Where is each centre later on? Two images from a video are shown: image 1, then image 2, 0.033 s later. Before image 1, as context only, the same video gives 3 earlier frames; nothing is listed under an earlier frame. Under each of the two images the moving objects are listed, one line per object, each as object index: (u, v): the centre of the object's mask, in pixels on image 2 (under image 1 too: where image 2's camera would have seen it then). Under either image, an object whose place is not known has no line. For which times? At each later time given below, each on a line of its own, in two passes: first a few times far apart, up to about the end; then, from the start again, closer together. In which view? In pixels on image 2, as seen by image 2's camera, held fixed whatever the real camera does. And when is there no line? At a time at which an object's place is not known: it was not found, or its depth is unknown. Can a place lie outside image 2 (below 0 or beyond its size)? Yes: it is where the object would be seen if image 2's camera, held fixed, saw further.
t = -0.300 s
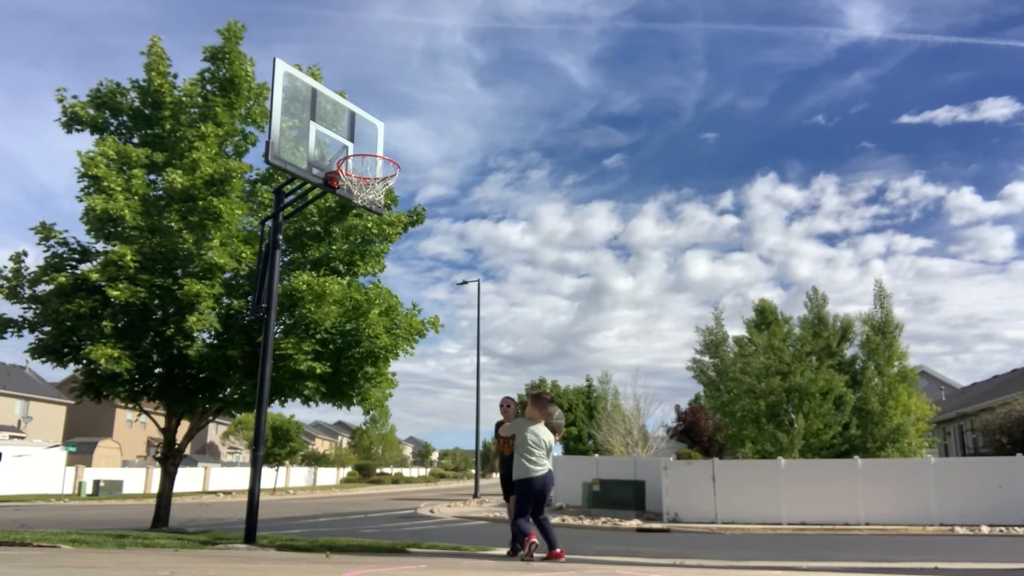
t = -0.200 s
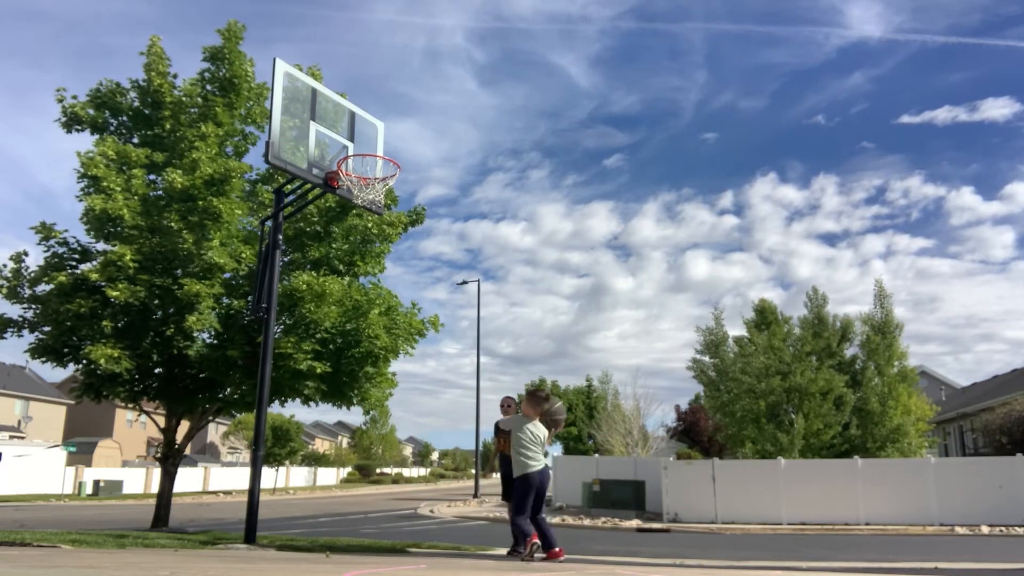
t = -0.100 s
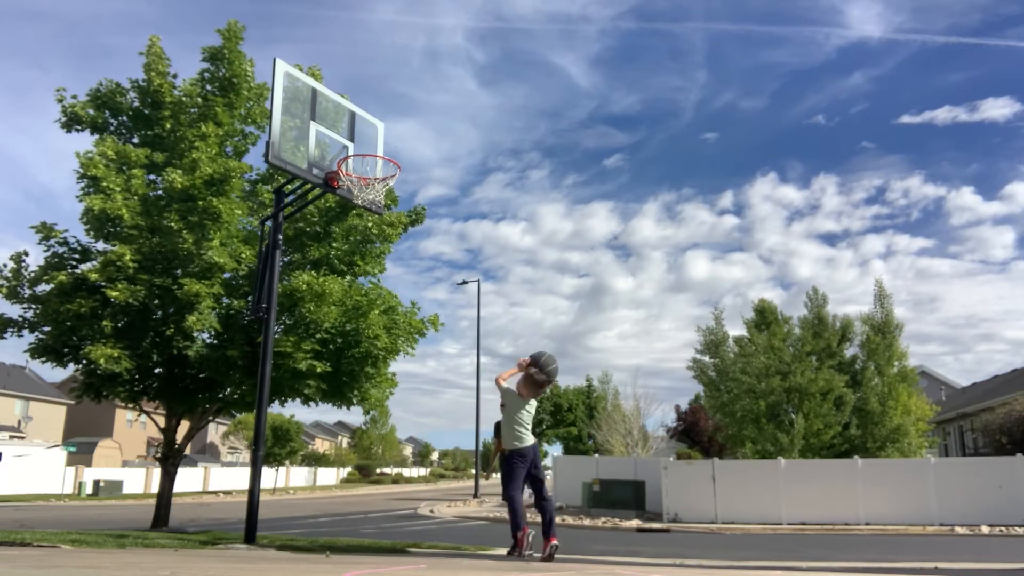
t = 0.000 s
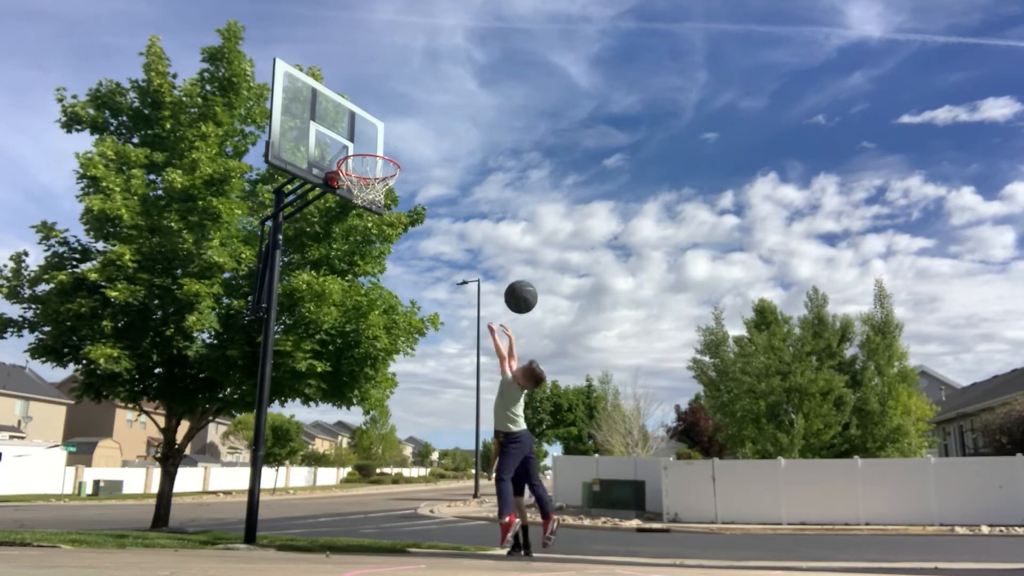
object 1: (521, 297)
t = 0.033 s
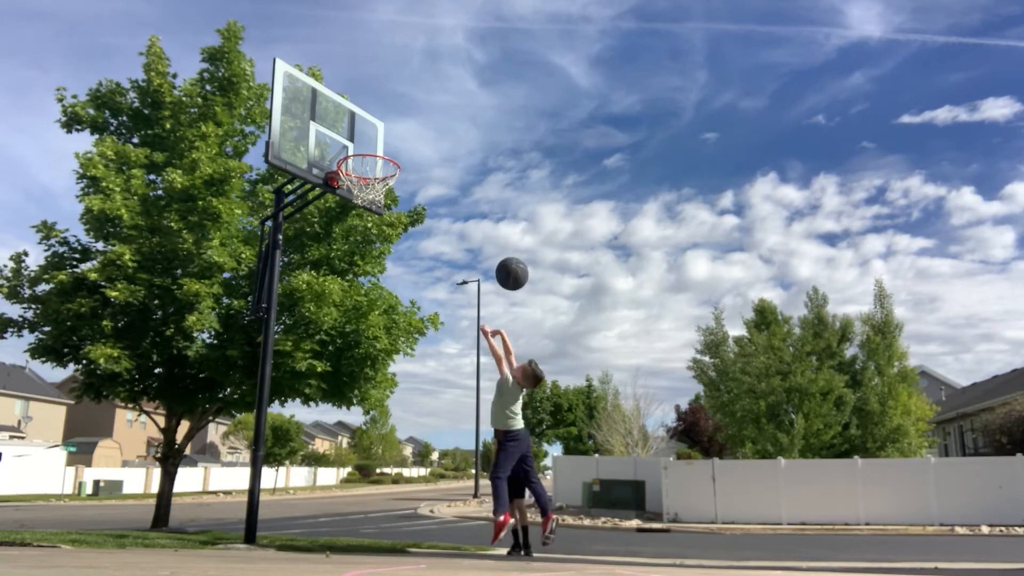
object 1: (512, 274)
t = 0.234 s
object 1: (460, 172)
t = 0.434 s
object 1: (412, 126)
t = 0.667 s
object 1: (355, 133)
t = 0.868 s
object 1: (324, 145)
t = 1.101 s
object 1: (328, 144)
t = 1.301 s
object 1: (318, 176)
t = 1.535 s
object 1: (303, 280)
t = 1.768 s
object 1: (279, 465)
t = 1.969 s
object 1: (284, 420)
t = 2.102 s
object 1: (292, 338)
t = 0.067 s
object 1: (503, 252)
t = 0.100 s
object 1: (494, 233)
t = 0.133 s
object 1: (485, 215)
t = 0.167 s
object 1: (477, 199)
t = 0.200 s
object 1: (468, 185)
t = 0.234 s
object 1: (460, 172)
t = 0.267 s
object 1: (452, 160)
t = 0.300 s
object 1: (444, 150)
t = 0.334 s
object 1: (436, 142)
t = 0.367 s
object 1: (428, 135)
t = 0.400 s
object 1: (420, 130)
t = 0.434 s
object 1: (412, 126)
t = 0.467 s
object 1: (404, 123)
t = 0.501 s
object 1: (396, 121)
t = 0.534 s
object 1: (388, 121)
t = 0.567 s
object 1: (380, 122)
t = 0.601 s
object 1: (371, 124)
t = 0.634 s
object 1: (363, 128)
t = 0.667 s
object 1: (355, 133)
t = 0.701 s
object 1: (347, 138)
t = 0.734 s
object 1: (338, 145)
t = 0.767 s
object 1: (332, 147)
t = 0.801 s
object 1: (328, 146)
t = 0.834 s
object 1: (324, 145)
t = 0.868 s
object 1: (324, 145)
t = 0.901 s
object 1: (327, 144)
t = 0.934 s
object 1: (330, 145)
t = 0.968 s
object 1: (332, 147)
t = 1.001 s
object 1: (331, 145)
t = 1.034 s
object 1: (330, 143)
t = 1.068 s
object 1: (329, 143)
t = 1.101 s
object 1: (328, 144)
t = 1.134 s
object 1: (327, 146)
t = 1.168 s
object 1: (325, 150)
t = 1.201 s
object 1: (323, 154)
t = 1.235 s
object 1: (322, 161)
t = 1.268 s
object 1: (320, 169)
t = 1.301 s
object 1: (318, 176)
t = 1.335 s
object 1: (318, 187)
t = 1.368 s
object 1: (315, 198)
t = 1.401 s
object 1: (313, 211)
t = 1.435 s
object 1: (311, 226)
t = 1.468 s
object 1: (309, 243)
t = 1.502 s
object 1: (306, 260)
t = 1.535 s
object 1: (303, 280)
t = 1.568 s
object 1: (301, 301)
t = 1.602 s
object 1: (298, 324)
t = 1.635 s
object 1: (295, 348)
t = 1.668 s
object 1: (290, 375)
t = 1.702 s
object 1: (287, 402)
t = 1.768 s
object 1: (279, 465)
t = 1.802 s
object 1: (275, 500)
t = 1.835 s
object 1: (270, 536)
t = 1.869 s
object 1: (274, 508)
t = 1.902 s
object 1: (278, 476)
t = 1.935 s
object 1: (281, 447)
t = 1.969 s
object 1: (284, 420)
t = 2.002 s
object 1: (286, 396)
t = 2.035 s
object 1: (288, 375)
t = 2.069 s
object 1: (291, 356)
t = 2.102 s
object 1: (292, 338)
